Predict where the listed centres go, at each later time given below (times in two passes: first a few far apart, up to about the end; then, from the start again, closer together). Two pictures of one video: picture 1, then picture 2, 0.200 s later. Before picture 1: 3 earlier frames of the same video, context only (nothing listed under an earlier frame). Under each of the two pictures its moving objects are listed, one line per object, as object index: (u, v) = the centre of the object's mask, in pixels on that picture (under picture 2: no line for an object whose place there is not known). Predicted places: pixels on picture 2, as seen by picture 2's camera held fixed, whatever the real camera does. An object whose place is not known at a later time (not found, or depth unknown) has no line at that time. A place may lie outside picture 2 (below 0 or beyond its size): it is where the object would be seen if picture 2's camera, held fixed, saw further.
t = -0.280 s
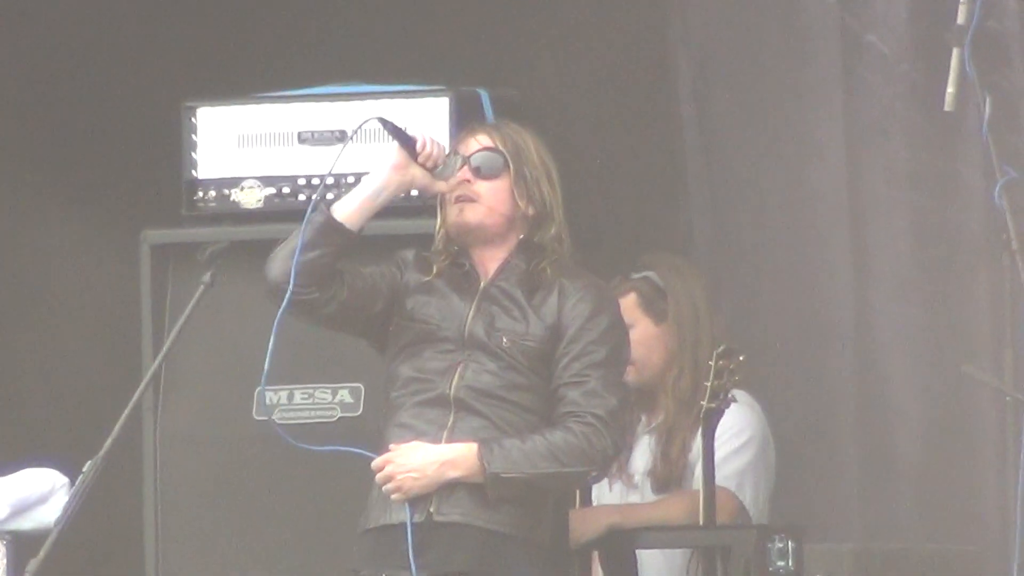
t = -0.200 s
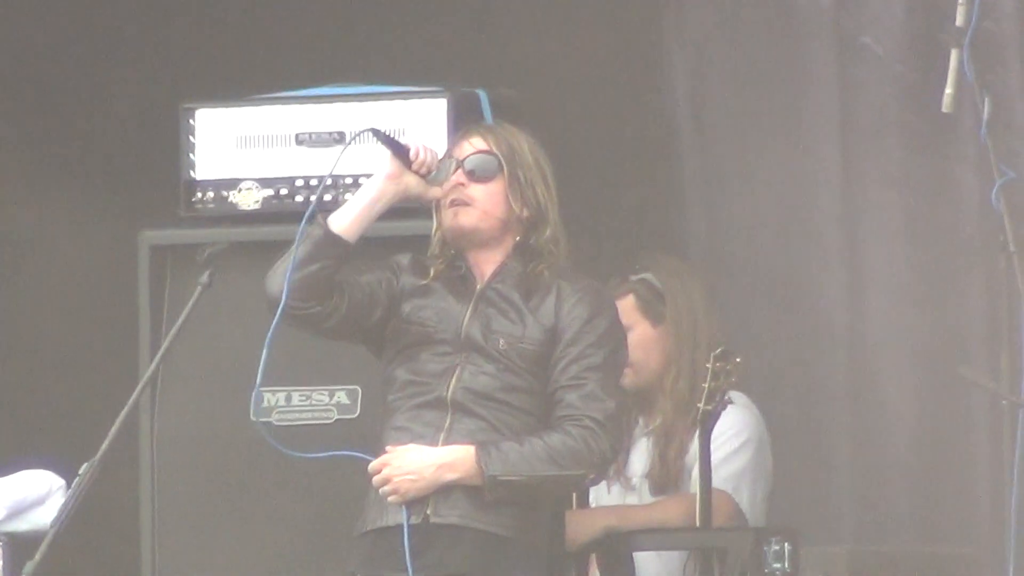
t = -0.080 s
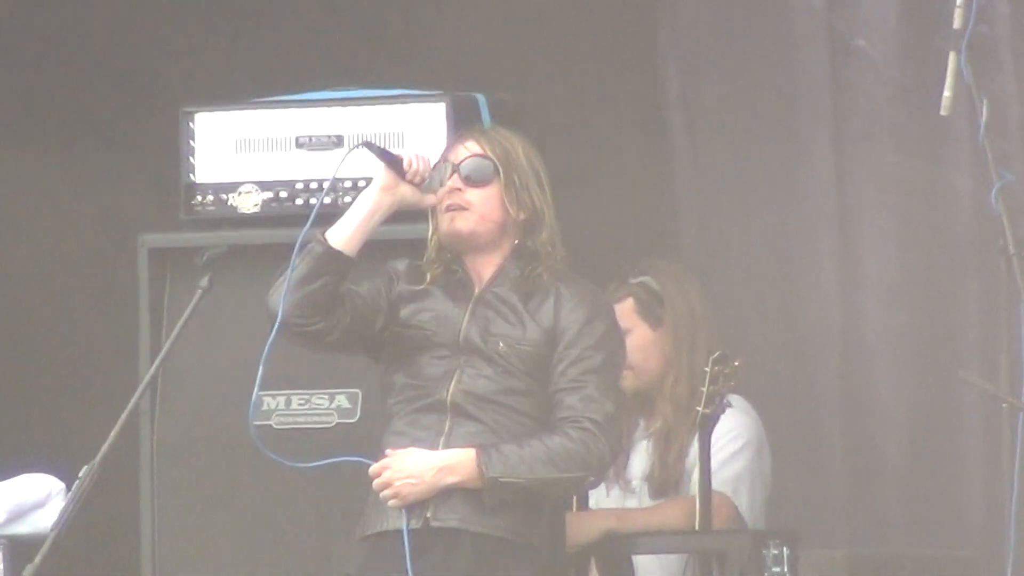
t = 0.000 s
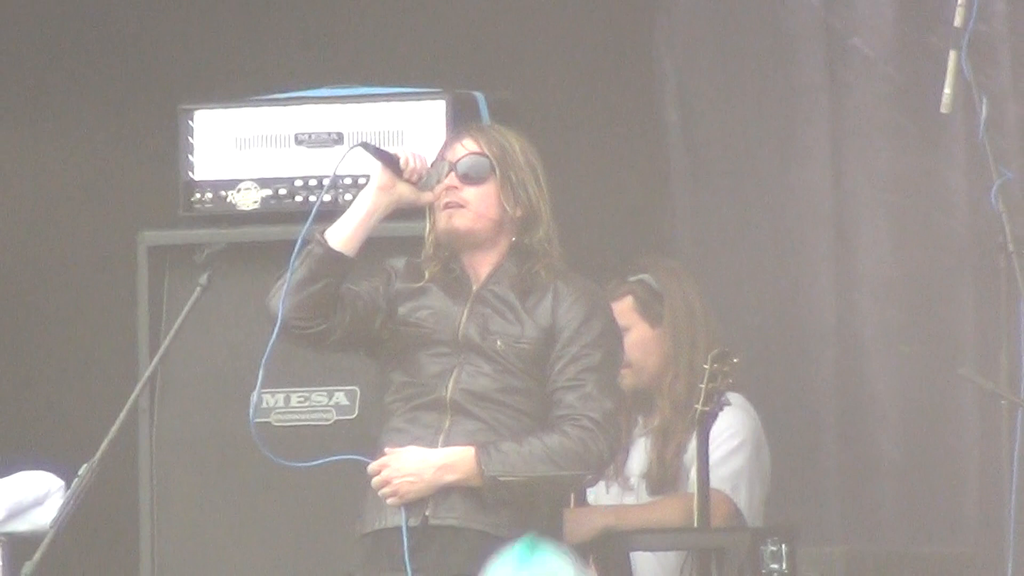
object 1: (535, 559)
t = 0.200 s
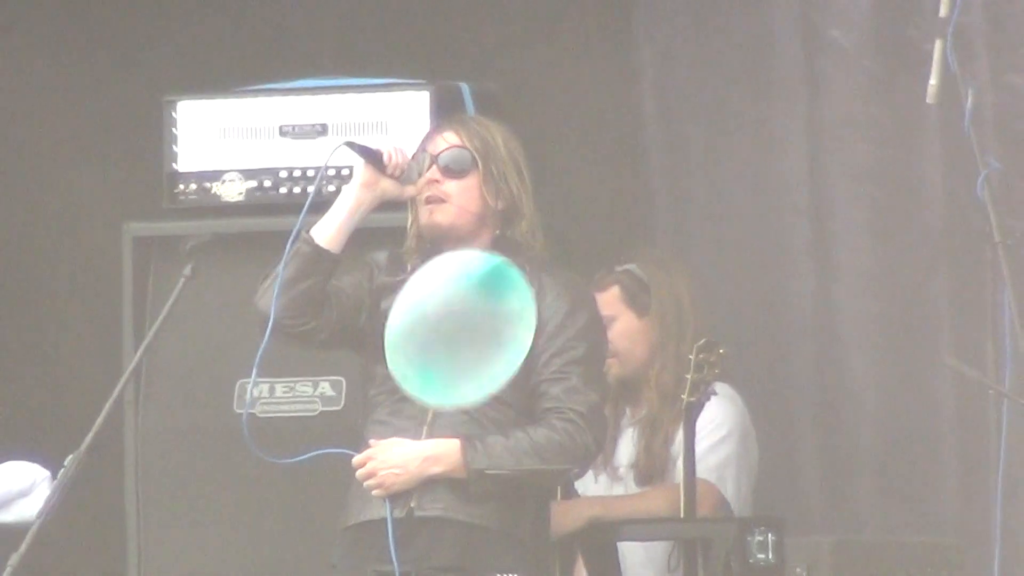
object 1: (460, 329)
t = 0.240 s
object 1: (468, 296)
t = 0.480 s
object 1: (558, 226)
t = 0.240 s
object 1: (468, 296)
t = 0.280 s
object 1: (481, 272)
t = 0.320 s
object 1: (494, 257)
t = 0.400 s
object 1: (522, 237)
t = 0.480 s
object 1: (558, 226)
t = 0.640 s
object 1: (644, 241)
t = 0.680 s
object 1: (665, 249)
